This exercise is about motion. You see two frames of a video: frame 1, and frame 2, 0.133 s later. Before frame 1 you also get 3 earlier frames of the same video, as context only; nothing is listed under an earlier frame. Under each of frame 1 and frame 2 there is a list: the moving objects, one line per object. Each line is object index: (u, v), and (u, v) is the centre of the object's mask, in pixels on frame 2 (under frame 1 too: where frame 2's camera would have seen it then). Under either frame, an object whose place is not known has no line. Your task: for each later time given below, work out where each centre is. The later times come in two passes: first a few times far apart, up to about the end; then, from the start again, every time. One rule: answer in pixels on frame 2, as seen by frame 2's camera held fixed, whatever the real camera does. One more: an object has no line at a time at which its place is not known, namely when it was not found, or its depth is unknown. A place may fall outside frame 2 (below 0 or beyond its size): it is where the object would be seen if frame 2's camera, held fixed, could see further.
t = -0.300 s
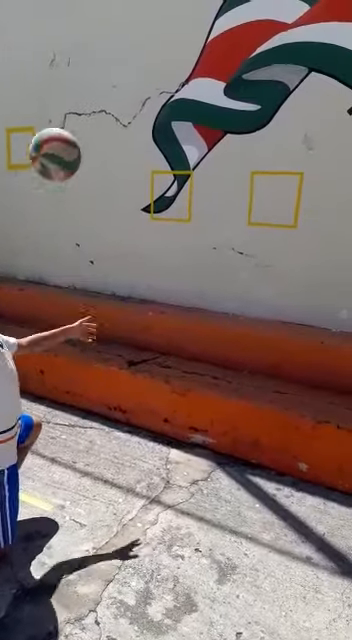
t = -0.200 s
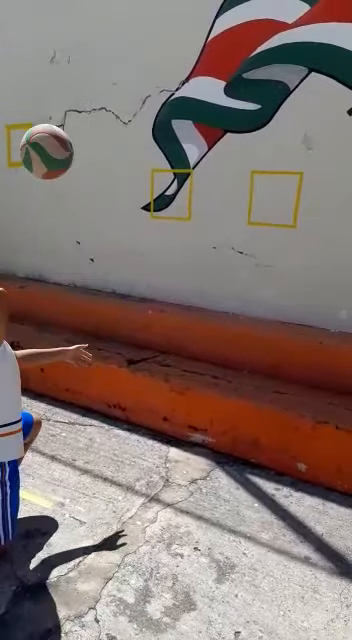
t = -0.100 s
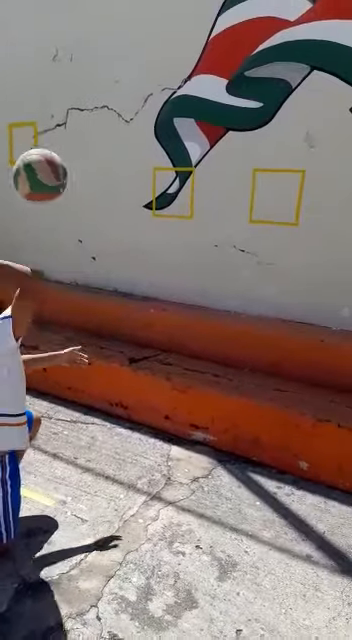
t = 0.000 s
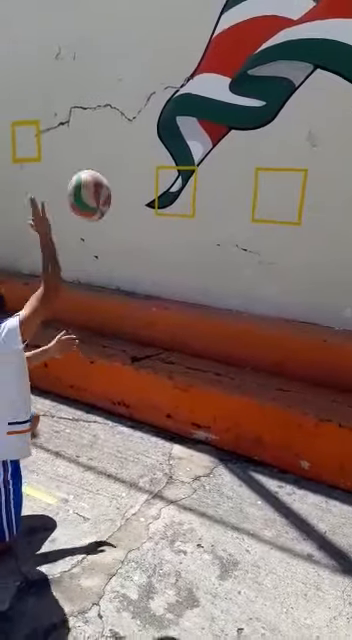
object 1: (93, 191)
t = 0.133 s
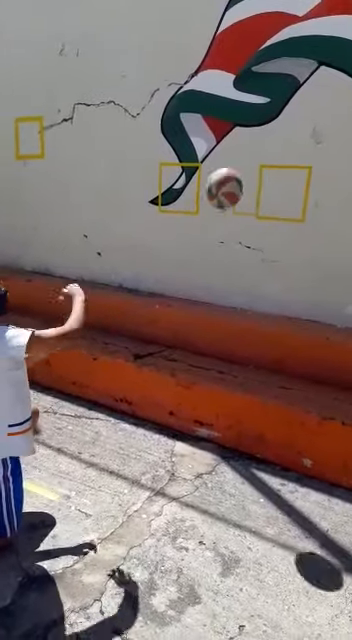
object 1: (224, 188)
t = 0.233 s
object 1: (292, 203)
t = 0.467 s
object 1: (330, 261)
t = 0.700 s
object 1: (285, 468)
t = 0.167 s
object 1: (249, 192)
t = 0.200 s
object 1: (272, 197)
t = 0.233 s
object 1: (292, 203)
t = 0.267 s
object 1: (311, 210)
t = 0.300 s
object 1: (327, 218)
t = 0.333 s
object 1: (339, 226)
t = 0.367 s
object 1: (338, 232)
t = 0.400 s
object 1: (336, 239)
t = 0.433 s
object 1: (334, 249)
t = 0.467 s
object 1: (330, 261)
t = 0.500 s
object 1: (326, 276)
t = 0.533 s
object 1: (321, 296)
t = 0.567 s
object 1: (315, 318)
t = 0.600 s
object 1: (309, 347)
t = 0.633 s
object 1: (302, 381)
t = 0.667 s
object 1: (294, 421)
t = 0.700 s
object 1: (285, 468)
